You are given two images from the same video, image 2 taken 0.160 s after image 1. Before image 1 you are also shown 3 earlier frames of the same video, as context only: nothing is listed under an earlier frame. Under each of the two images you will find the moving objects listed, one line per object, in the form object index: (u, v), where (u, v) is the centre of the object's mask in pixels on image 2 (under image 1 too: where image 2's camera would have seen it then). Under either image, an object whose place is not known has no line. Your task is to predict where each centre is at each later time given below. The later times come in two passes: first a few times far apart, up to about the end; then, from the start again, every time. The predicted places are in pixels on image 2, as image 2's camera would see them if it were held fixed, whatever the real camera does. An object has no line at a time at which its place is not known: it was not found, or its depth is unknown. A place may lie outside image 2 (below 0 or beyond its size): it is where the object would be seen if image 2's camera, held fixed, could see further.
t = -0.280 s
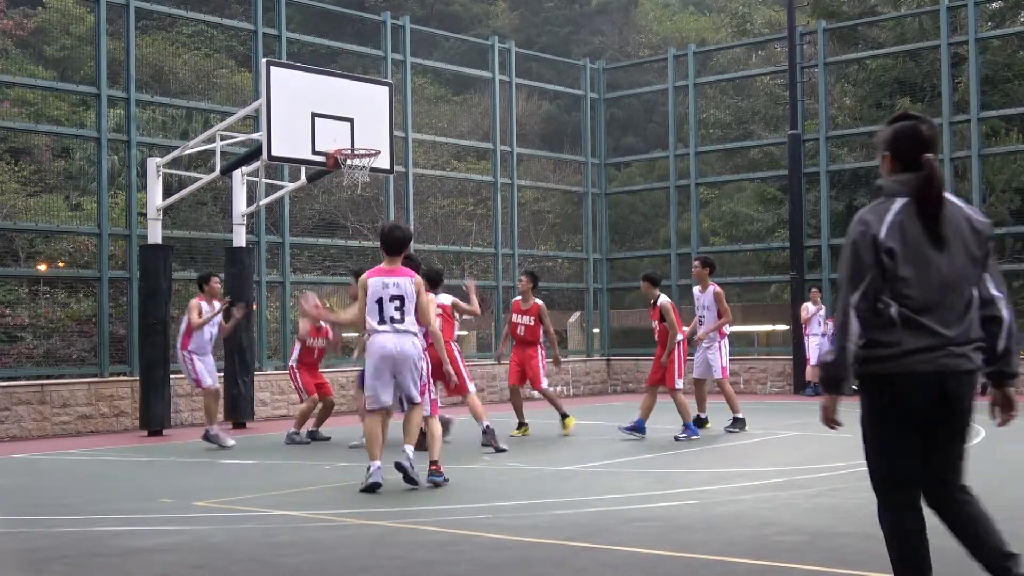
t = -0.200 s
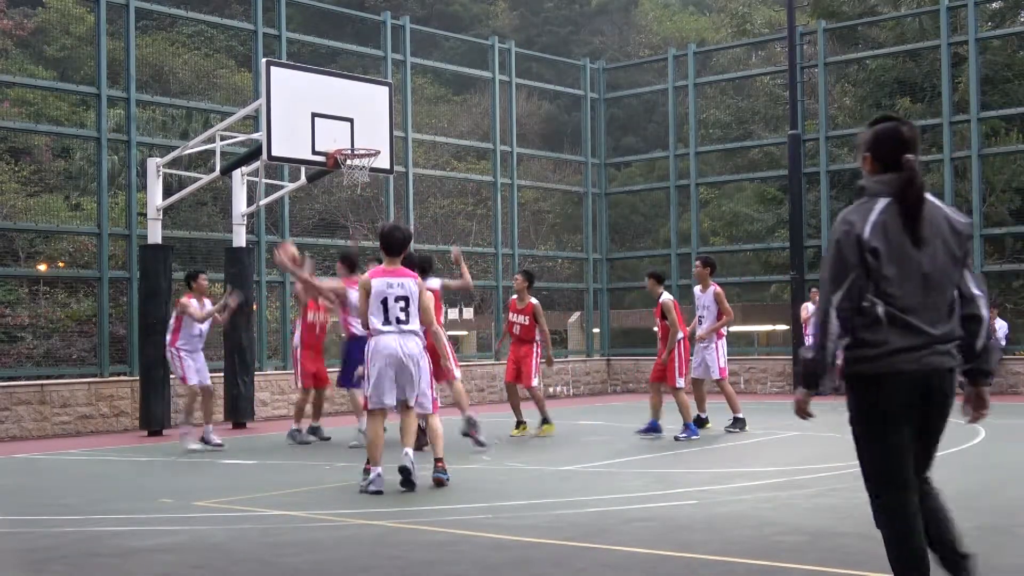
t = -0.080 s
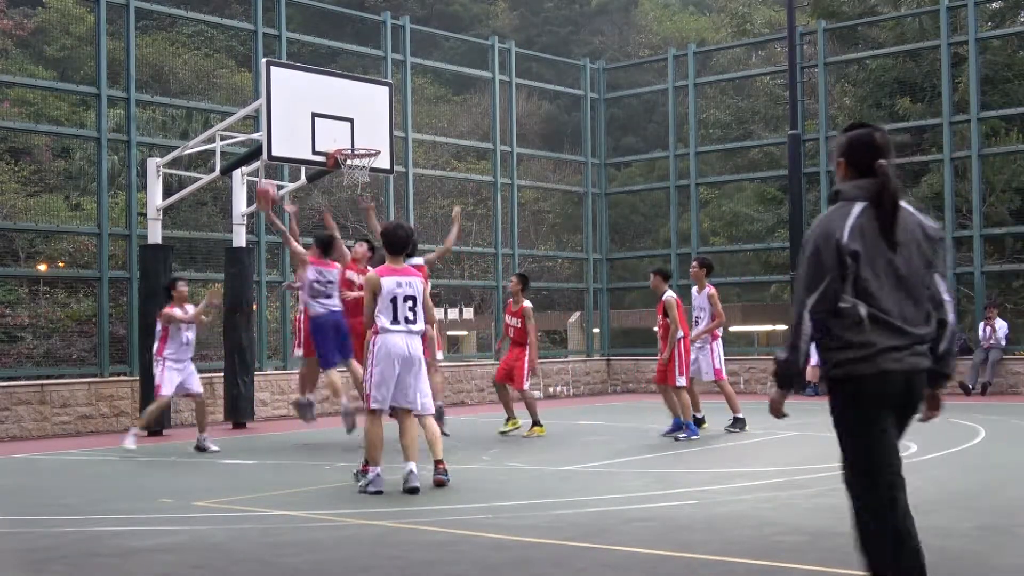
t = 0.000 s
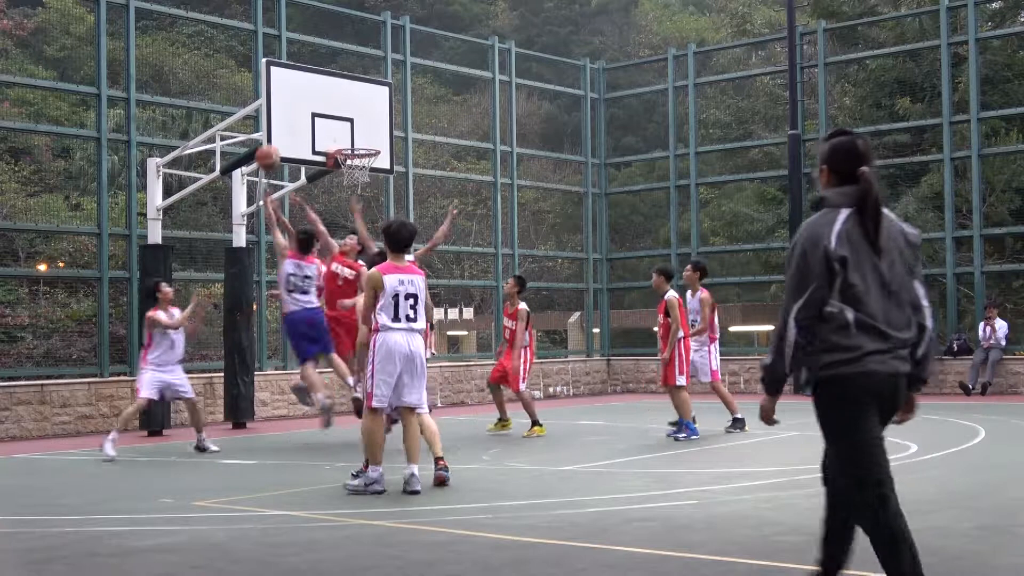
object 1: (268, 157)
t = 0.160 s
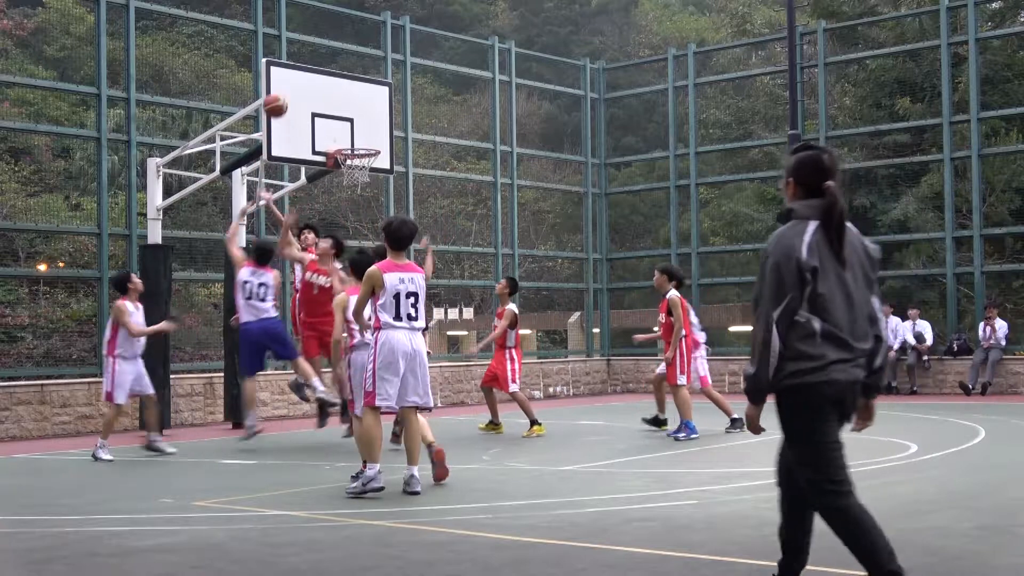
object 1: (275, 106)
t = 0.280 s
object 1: (280, 85)
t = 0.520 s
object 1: (293, 84)
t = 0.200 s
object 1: (277, 97)
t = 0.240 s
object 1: (279, 90)
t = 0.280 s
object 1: (280, 85)
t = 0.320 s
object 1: (282, 81)
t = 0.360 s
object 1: (284, 79)
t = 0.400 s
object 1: (286, 78)
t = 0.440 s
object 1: (288, 79)
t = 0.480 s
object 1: (289, 81)
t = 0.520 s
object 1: (293, 84)
